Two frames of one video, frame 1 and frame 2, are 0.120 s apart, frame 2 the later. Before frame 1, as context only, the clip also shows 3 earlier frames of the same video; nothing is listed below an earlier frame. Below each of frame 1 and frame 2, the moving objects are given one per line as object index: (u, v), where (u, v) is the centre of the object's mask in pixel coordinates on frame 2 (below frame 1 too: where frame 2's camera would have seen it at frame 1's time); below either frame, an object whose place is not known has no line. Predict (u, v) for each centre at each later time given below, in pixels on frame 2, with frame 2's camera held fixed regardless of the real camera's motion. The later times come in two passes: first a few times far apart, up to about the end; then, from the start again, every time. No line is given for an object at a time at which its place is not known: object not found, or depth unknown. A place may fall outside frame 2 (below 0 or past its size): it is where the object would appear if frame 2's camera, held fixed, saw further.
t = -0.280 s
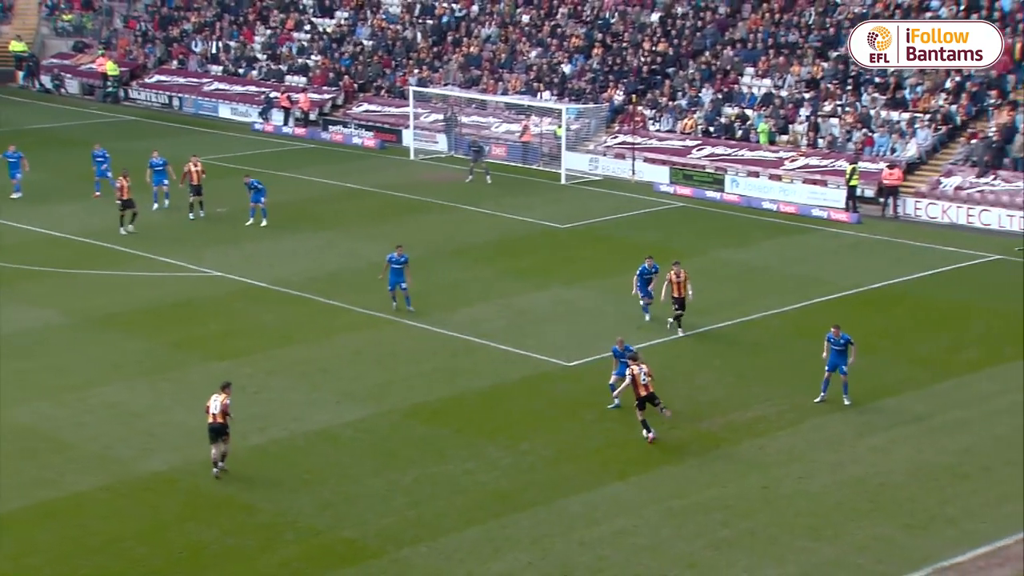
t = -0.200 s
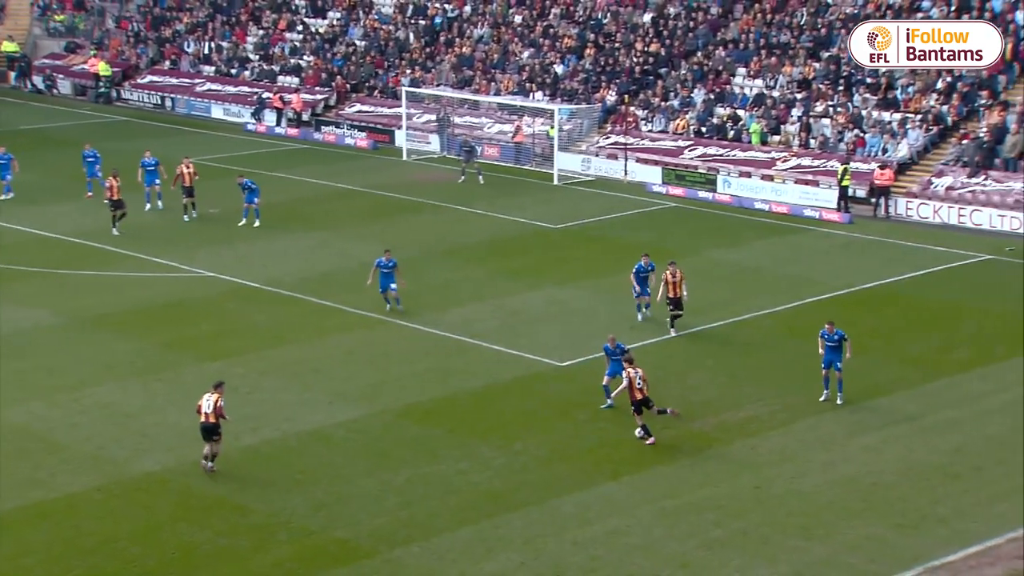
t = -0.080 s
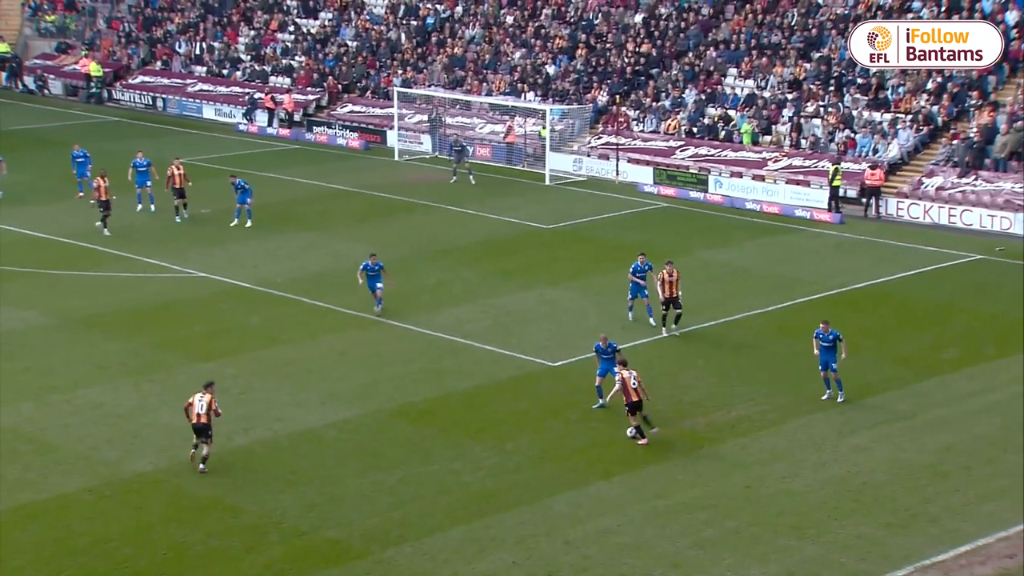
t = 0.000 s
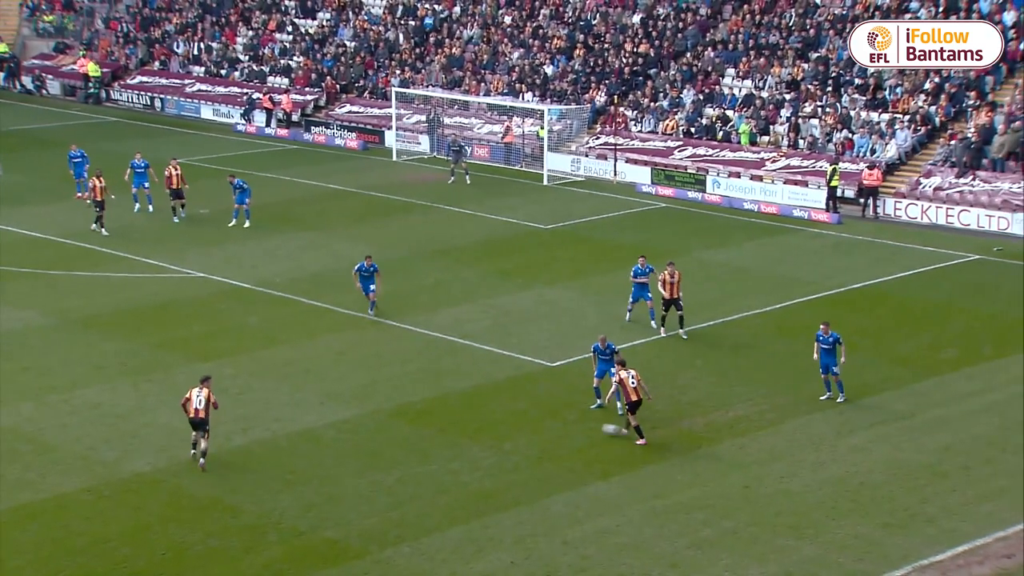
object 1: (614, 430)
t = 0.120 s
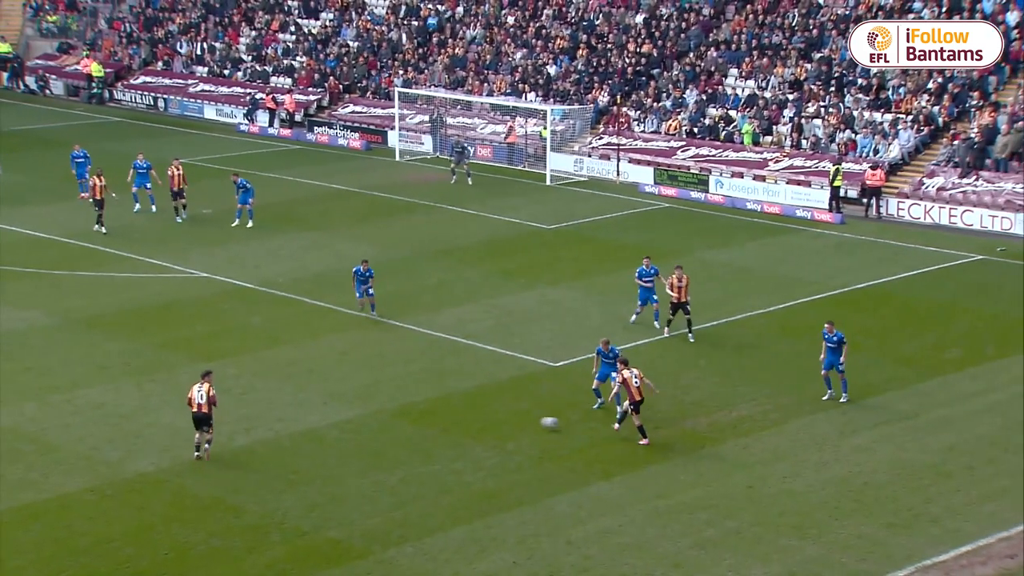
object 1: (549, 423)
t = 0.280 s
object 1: (470, 417)
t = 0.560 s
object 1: (355, 409)
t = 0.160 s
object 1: (528, 422)
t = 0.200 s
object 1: (508, 421)
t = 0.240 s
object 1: (488, 420)
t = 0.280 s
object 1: (470, 417)
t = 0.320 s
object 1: (452, 416)
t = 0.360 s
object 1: (434, 414)
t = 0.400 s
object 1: (417, 414)
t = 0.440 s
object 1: (398, 414)
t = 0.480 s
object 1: (384, 412)
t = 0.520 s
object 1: (369, 410)
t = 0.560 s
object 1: (355, 409)
